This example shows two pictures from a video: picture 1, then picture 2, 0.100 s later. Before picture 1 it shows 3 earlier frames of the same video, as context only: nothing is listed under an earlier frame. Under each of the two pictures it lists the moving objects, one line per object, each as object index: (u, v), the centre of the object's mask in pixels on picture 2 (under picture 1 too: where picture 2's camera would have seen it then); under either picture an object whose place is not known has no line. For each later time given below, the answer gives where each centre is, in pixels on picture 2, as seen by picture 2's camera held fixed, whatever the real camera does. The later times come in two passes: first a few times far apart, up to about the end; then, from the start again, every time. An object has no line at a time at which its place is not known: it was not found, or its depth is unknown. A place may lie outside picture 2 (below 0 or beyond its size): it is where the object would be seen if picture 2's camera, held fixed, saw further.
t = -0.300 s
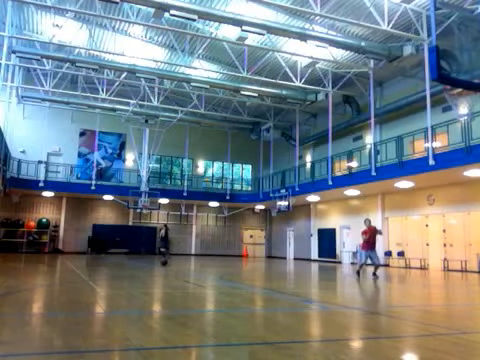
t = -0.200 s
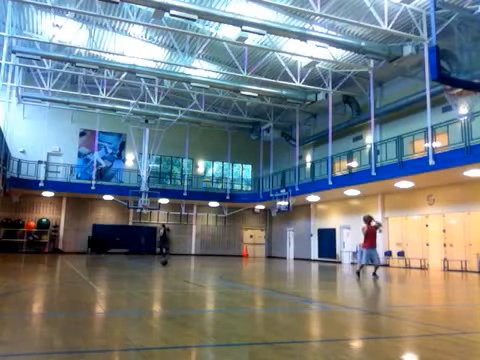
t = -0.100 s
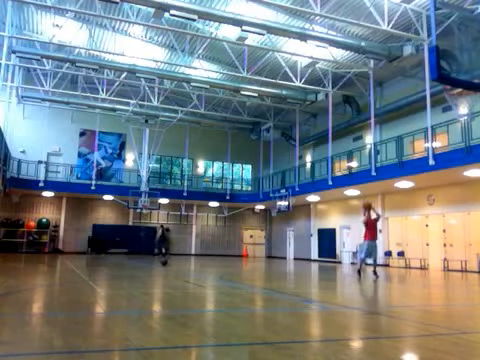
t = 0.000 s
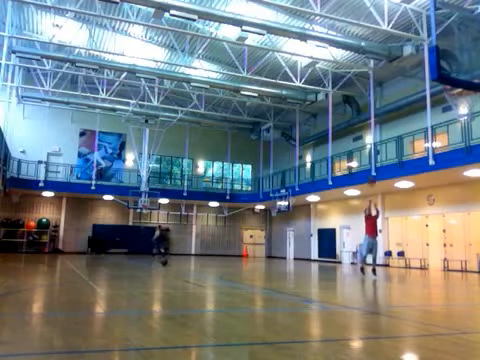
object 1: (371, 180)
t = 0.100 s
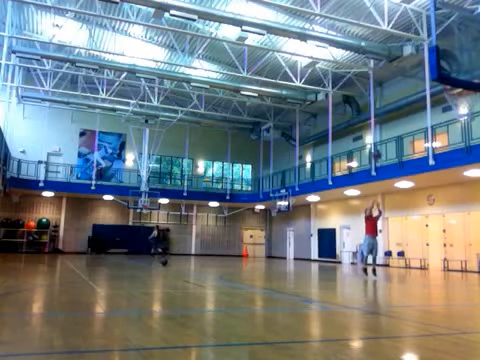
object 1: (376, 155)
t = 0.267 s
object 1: (387, 119)
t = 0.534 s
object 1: (404, 77)
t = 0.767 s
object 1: (422, 58)
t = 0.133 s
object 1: (378, 148)
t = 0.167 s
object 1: (380, 140)
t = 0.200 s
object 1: (382, 132)
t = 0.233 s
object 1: (384, 126)
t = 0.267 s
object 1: (387, 119)
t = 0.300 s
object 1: (388, 114)
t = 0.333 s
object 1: (390, 108)
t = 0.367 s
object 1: (391, 100)
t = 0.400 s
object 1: (394, 94)
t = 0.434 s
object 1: (395, 89)
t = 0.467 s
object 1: (398, 85)
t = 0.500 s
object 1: (401, 81)
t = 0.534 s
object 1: (404, 77)
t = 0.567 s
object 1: (406, 73)
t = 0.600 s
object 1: (408, 69)
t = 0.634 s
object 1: (412, 66)
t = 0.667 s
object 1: (414, 64)
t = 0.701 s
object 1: (417, 62)
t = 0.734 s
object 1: (419, 60)
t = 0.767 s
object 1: (422, 58)
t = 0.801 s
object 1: (424, 57)
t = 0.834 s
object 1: (425, 57)
